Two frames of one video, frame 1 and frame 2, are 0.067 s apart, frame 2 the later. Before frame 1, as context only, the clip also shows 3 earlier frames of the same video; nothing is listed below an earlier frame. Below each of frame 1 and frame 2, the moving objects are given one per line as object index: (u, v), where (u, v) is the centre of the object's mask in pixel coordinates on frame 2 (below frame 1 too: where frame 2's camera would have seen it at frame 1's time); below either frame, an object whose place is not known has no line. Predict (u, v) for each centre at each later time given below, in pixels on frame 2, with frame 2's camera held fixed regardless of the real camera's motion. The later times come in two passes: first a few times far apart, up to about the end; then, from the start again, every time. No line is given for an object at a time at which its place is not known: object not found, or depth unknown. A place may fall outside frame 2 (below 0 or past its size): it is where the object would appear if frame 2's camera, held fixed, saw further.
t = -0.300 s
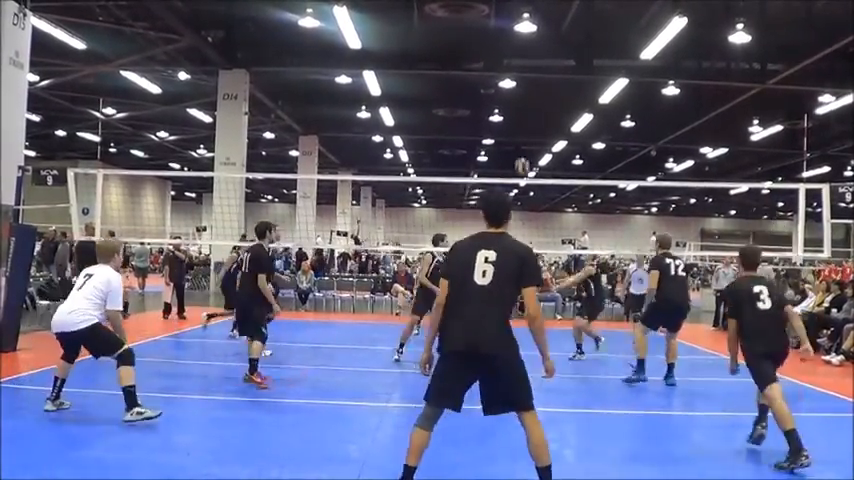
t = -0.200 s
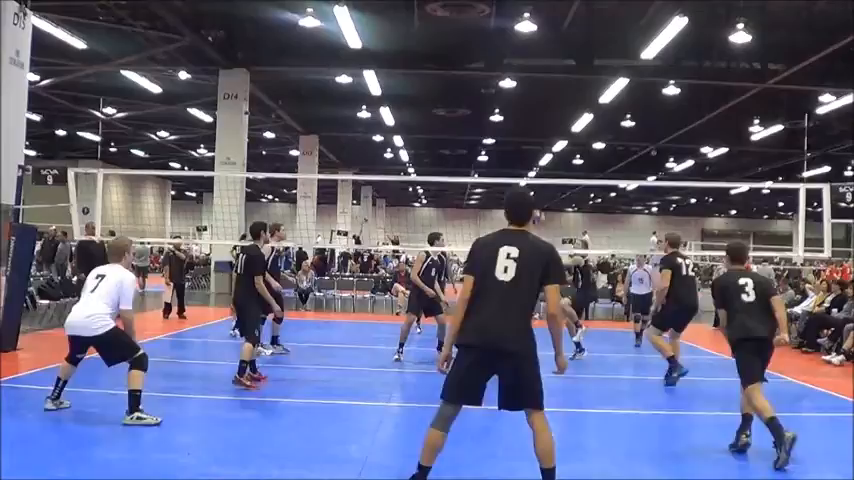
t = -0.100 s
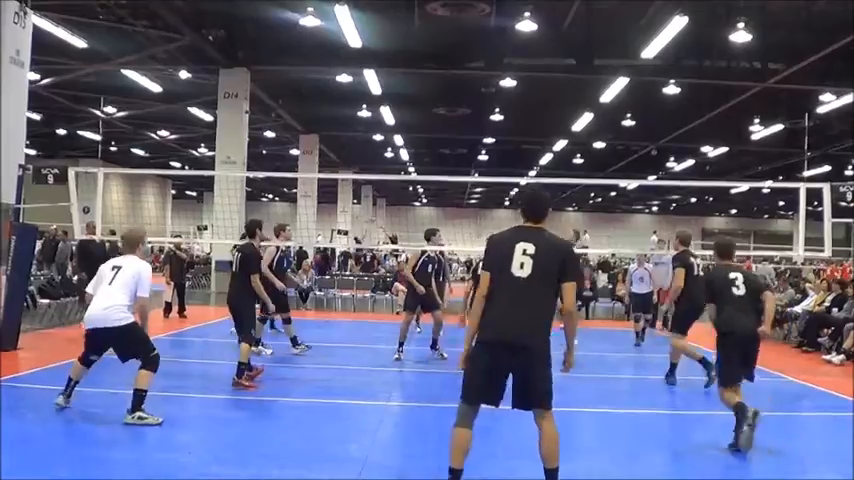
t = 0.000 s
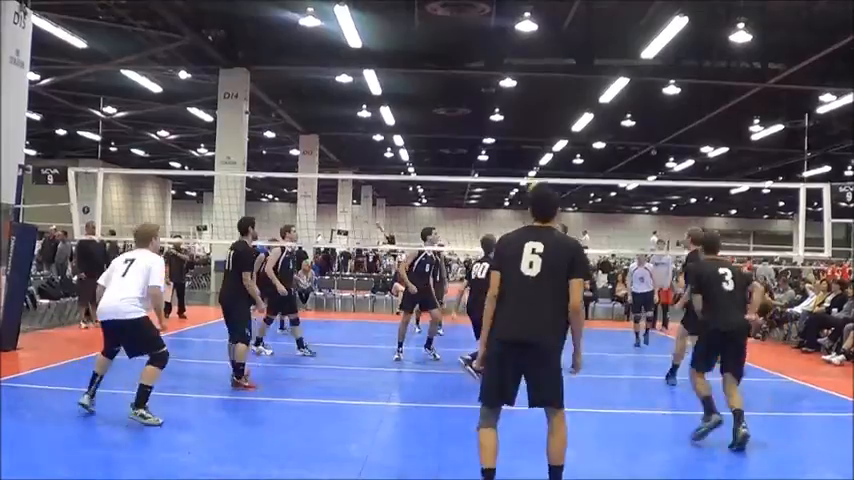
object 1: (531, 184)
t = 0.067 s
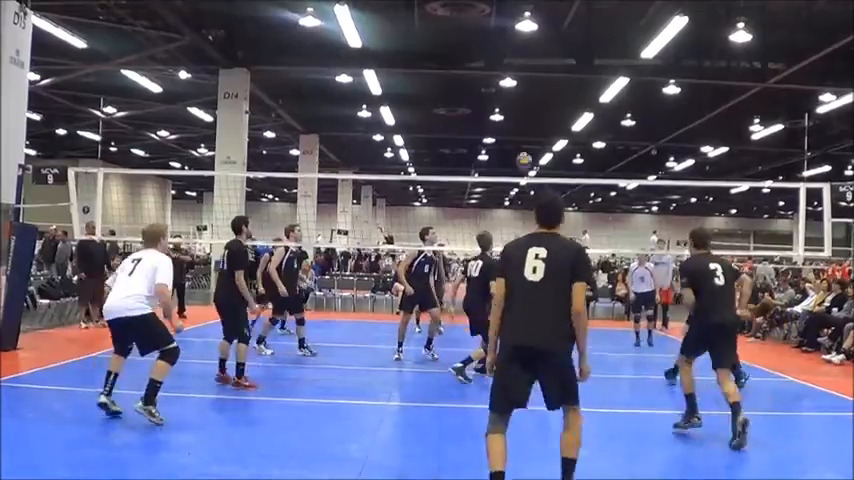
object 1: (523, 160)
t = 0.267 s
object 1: (502, 101)
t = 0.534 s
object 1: (472, 60)
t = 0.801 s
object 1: (435, 80)
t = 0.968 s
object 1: (407, 133)
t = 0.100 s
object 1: (520, 149)
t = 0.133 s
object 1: (517, 138)
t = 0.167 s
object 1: (513, 128)
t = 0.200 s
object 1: (509, 118)
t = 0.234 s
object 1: (506, 108)
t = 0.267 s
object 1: (502, 101)
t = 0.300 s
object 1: (499, 92)
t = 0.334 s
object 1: (495, 86)
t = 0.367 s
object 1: (491, 80)
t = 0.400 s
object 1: (488, 74)
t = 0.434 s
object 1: (484, 70)
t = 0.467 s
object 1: (480, 66)
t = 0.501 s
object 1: (475, 62)
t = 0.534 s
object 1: (472, 60)
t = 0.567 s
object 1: (468, 60)
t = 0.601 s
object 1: (463, 59)
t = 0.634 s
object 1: (459, 60)
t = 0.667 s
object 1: (455, 62)
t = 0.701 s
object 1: (450, 65)
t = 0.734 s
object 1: (445, 69)
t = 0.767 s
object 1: (440, 75)
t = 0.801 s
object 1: (435, 80)
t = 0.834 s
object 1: (430, 89)
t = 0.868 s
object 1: (425, 98)
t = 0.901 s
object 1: (419, 108)
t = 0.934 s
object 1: (413, 120)
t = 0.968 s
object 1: (407, 133)
